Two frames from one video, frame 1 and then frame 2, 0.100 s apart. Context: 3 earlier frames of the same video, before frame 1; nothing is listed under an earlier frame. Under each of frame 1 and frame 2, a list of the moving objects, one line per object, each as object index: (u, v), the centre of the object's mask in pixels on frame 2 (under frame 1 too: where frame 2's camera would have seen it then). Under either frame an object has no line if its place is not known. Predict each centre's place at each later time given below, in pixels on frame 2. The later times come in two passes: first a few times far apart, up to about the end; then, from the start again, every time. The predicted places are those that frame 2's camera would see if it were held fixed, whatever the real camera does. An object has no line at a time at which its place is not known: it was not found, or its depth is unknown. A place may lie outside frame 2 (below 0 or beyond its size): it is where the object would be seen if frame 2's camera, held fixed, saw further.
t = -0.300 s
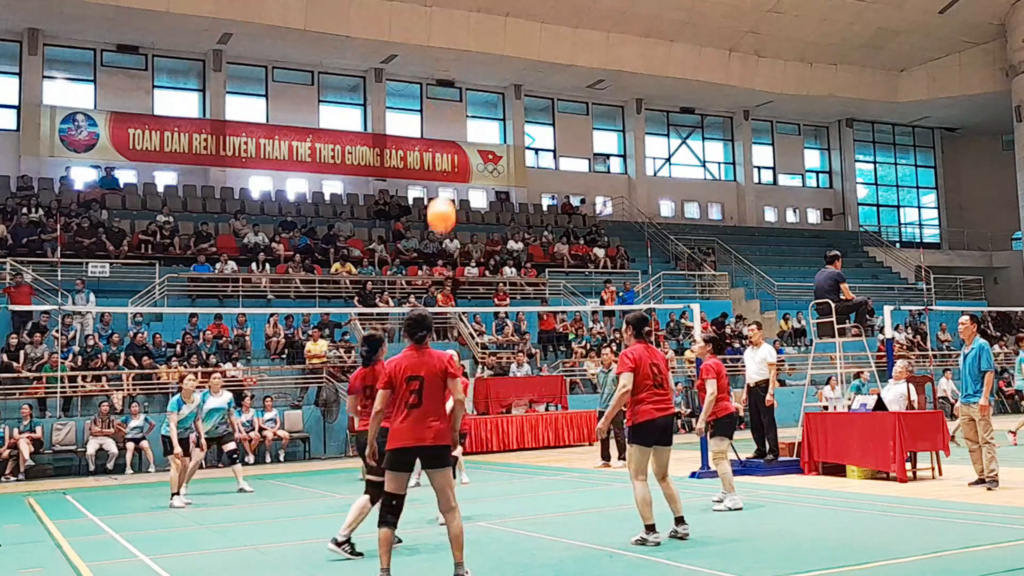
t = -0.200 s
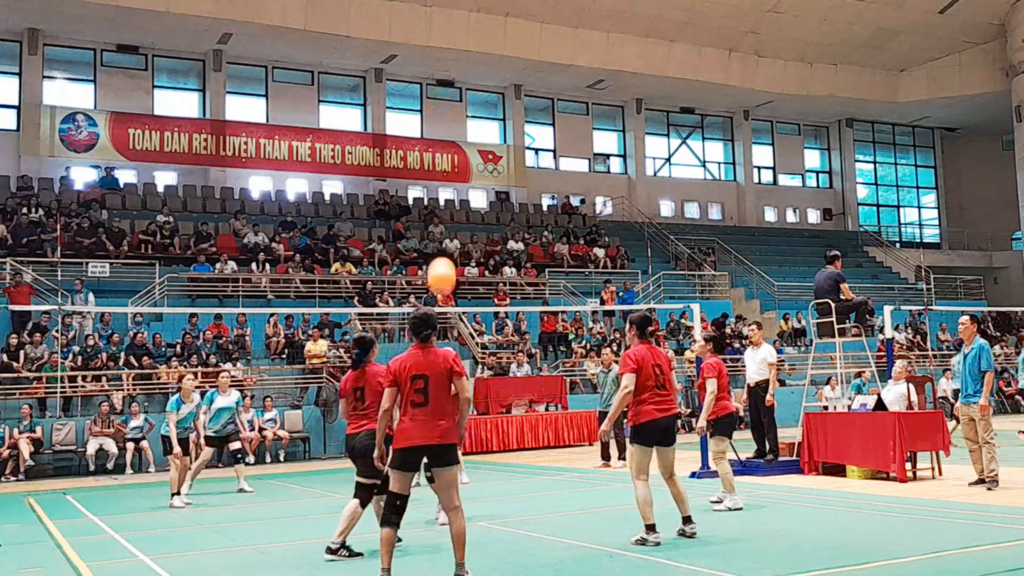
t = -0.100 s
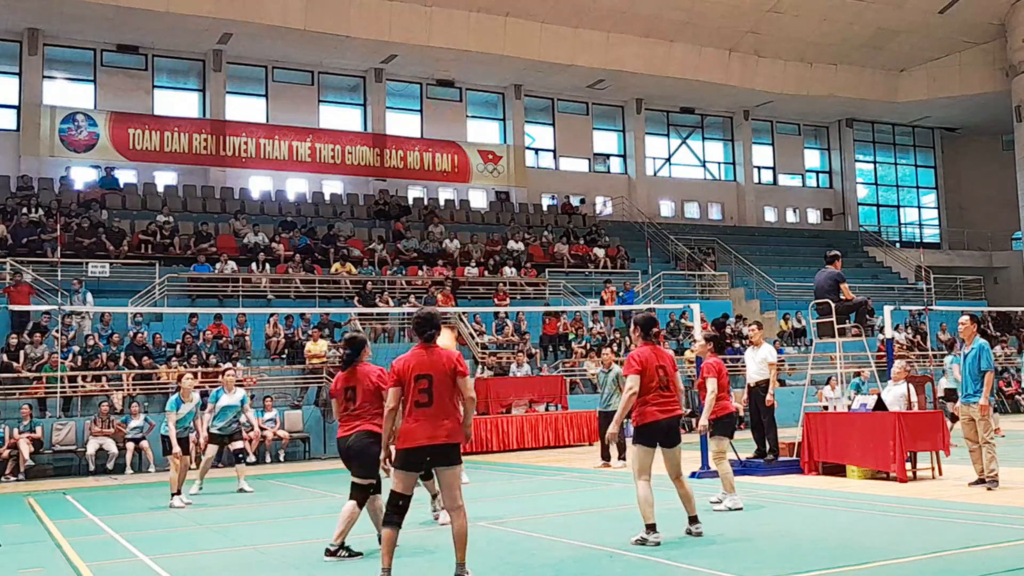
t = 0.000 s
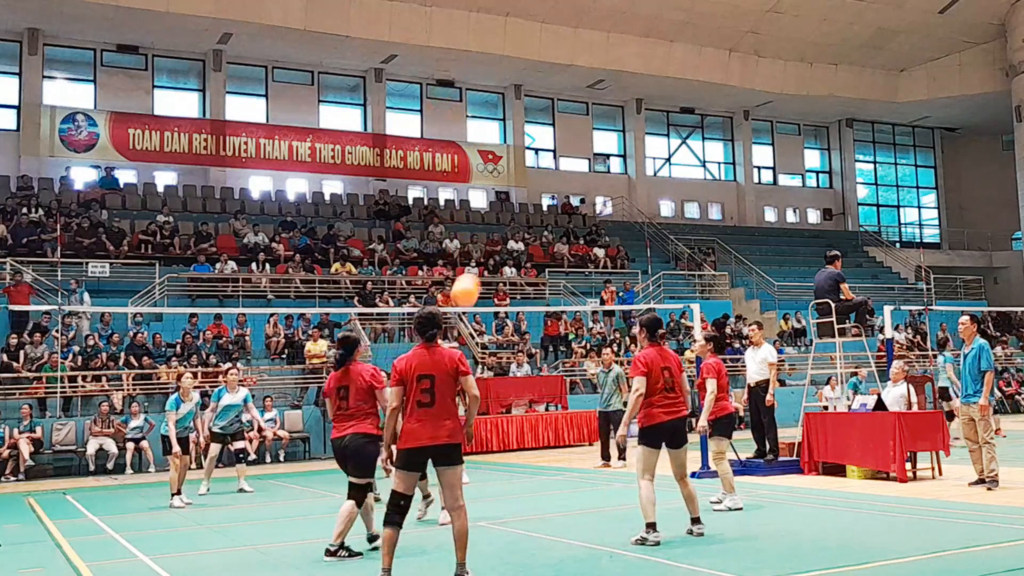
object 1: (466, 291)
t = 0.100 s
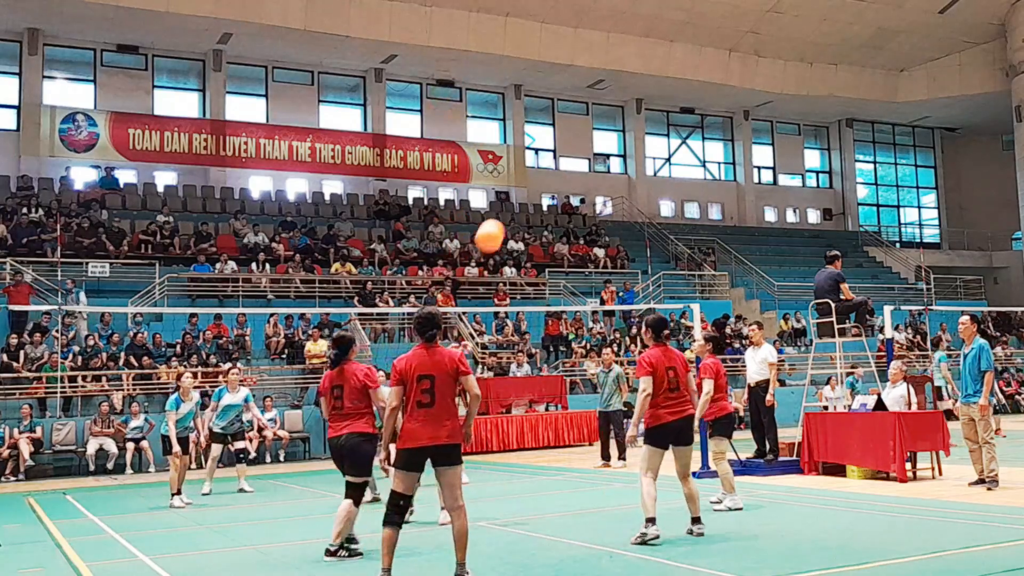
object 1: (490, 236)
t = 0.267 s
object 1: (527, 174)
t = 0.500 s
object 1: (579, 134)
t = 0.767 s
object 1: (635, 159)
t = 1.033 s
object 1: (688, 251)
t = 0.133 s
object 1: (498, 221)
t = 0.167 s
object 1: (505, 207)
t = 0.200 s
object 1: (513, 194)
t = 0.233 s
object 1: (521, 182)
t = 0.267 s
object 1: (527, 174)
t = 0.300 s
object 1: (535, 164)
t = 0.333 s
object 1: (545, 157)
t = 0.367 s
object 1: (552, 149)
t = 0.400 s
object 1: (559, 143)
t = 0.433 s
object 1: (566, 139)
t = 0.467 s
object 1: (572, 136)
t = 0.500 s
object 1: (579, 134)
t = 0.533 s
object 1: (586, 133)
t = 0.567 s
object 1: (593, 133)
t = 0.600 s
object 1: (600, 134)
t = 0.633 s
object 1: (608, 137)
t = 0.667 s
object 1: (615, 142)
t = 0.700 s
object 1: (623, 148)
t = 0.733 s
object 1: (629, 153)
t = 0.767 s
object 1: (635, 159)
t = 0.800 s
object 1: (641, 168)
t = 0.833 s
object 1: (648, 177)
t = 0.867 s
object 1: (655, 187)
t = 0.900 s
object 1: (661, 196)
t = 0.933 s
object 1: (668, 209)
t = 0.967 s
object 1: (675, 223)
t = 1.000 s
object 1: (681, 236)
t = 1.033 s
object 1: (688, 251)
